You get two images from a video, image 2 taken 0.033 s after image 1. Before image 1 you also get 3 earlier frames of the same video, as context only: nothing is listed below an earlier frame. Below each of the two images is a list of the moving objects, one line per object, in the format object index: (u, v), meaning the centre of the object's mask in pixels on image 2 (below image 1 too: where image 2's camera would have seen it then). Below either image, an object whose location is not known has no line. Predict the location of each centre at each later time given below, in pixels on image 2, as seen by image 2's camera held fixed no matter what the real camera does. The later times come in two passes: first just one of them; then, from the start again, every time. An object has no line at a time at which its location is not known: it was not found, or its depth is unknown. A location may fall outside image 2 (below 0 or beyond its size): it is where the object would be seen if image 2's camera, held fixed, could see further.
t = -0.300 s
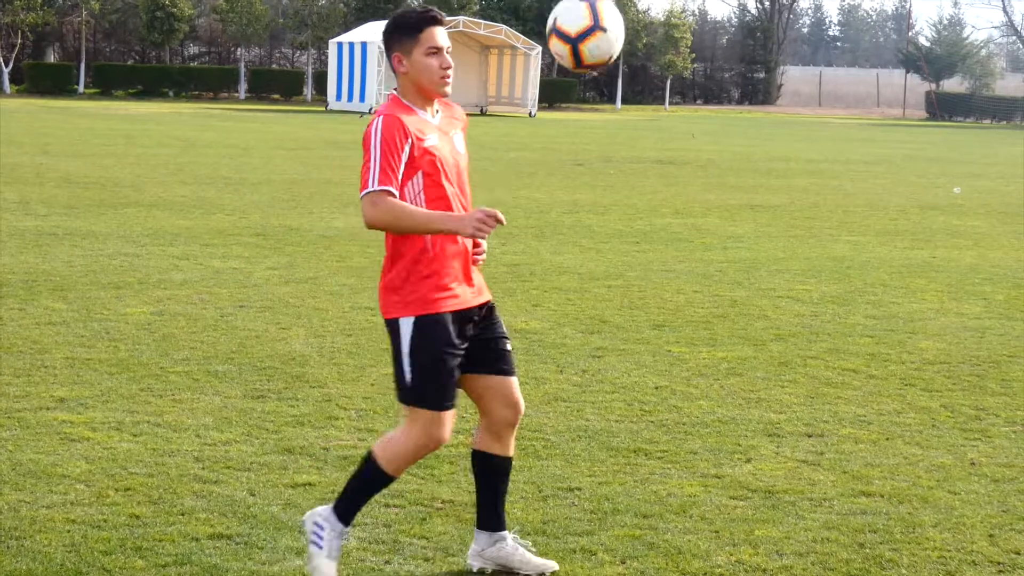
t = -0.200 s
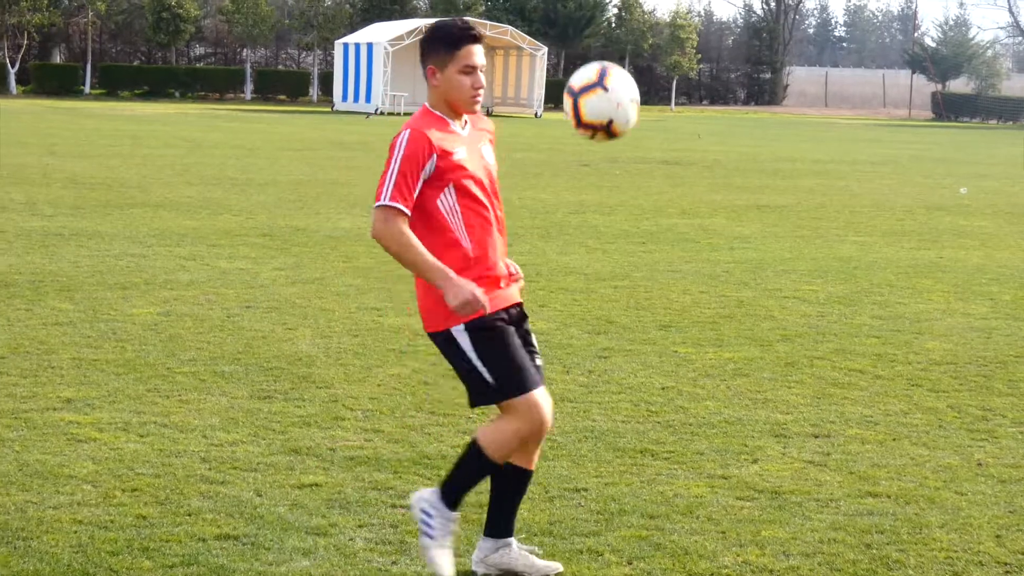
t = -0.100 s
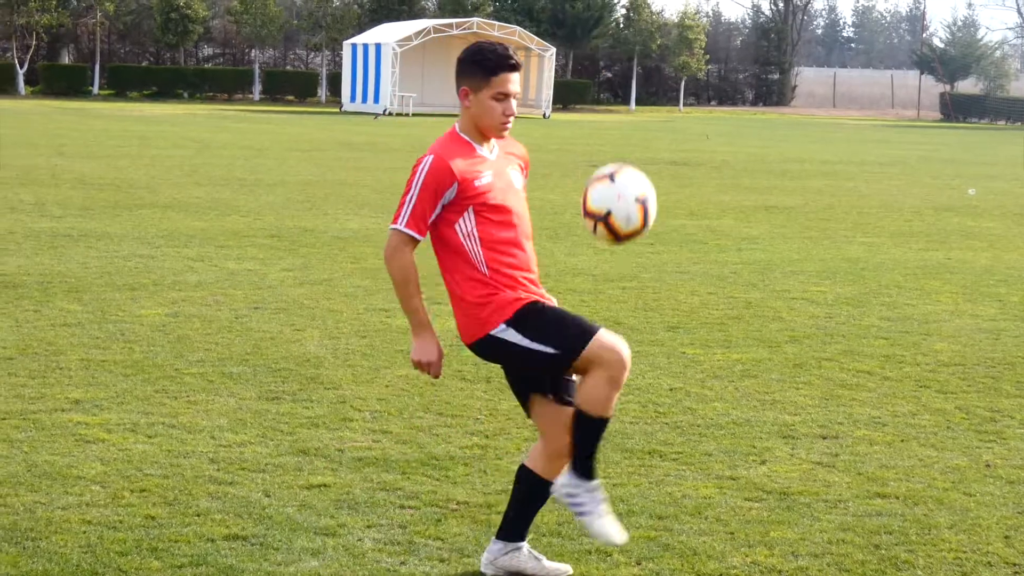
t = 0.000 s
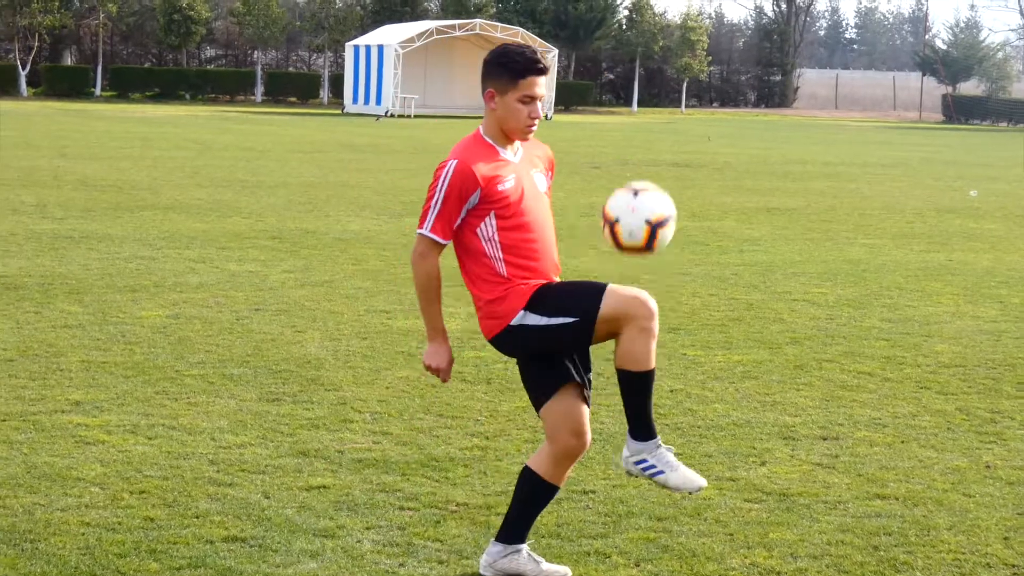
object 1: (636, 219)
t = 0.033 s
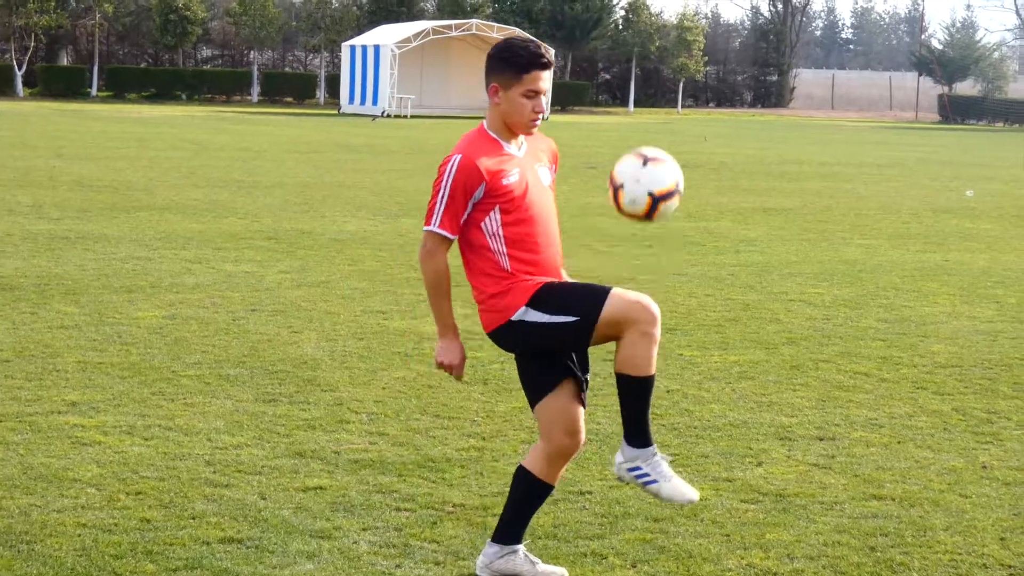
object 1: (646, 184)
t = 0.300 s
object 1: (725, 30)
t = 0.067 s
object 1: (657, 152)
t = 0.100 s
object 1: (667, 123)
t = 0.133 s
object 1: (677, 99)
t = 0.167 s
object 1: (687, 78)
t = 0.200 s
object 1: (697, 60)
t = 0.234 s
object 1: (707, 46)
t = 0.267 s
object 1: (716, 37)
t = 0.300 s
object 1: (725, 30)
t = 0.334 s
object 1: (735, 28)
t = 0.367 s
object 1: (746, 28)
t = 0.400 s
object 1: (756, 32)
